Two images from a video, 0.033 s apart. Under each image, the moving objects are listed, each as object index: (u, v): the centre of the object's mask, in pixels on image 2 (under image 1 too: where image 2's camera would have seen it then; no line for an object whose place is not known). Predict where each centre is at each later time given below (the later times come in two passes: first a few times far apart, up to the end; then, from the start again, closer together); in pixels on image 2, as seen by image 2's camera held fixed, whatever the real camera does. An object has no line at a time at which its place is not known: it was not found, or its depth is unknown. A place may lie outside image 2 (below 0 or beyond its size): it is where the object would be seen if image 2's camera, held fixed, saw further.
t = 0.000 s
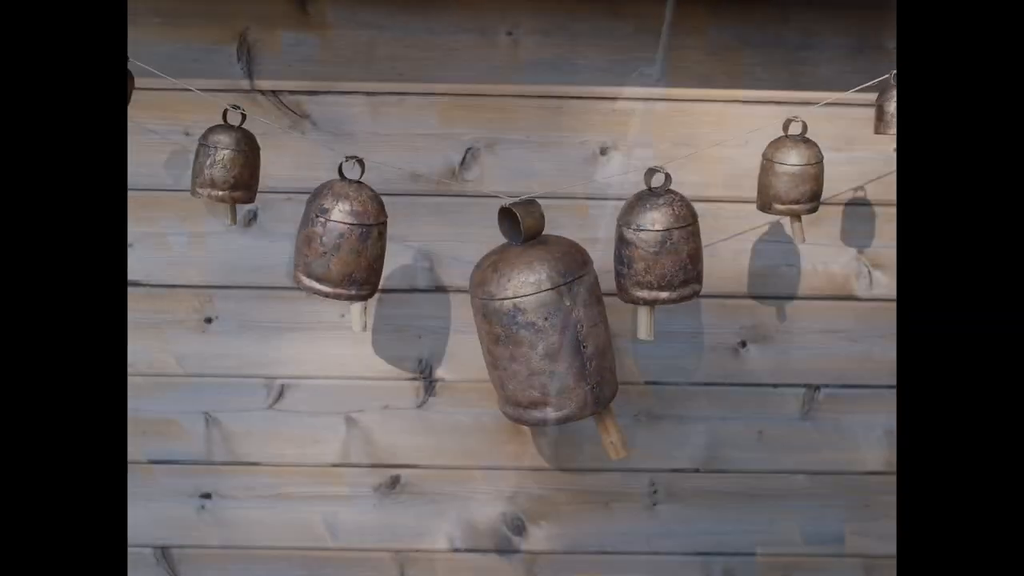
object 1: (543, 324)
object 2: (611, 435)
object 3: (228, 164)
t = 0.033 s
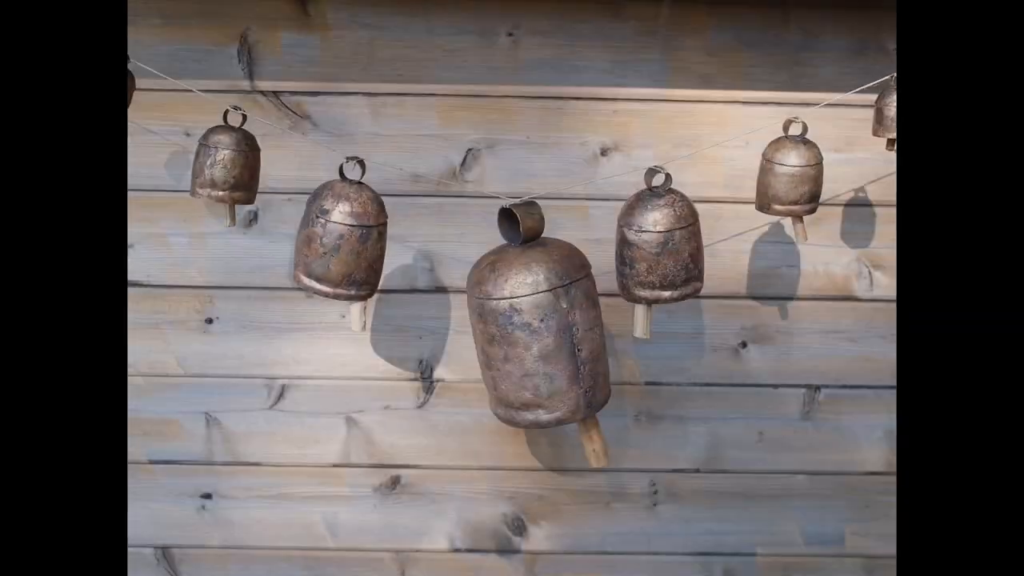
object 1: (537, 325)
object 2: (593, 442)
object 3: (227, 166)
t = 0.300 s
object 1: (479, 324)
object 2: (406, 434)
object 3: (224, 171)
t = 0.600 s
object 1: (522, 328)
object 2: (507, 456)
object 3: (228, 165)
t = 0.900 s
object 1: (533, 327)
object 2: (580, 449)
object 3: (225, 167)
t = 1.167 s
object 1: (480, 321)
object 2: (405, 429)
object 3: (231, 164)
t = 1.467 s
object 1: (525, 328)
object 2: (520, 453)
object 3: (223, 165)
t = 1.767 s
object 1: (528, 329)
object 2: (573, 457)
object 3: (232, 160)
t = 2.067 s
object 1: (483, 322)
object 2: (401, 421)
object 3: (222, 170)
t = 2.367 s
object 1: (533, 326)
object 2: (556, 452)
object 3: (231, 160)
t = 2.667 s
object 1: (517, 328)
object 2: (532, 458)
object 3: (225, 168)
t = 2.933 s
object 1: (486, 324)
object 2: (408, 423)
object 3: (225, 170)
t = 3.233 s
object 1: (533, 327)
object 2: (565, 456)
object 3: (225, 169)
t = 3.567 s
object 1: (507, 326)
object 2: (491, 449)
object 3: (227, 168)
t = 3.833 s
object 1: (491, 325)
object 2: (422, 430)
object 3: (224, 171)
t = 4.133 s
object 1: (537, 327)
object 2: (596, 451)
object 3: (229, 165)
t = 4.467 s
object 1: (500, 327)
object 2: (462, 442)
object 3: (222, 170)
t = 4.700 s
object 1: (496, 327)
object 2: (430, 437)
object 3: (230, 163)
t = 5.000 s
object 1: (535, 325)
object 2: (599, 445)
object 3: (226, 167)
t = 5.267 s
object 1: (507, 328)
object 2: (494, 449)
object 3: (228, 164)
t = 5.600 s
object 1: (503, 329)
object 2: (452, 453)
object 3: (225, 167)
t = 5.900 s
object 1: (533, 326)
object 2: (603, 441)
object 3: (228, 166)
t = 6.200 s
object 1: (496, 326)
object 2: (449, 442)
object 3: (226, 168)
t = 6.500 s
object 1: (512, 328)
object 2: (479, 456)
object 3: (227, 166)
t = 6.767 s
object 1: (529, 328)
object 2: (596, 444)
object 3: (223, 170)
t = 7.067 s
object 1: (496, 328)
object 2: (439, 444)
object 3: (227, 166)
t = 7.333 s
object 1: (509, 328)
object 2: (478, 452)
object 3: (225, 168)
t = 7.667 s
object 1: (525, 327)
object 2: (588, 444)
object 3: (230, 164)
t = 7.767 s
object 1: (513, 329)
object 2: (545, 455)
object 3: (231, 163)
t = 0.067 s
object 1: (531, 327)
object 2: (571, 449)
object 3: (227, 165)
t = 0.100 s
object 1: (522, 328)
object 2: (545, 454)
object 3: (227, 164)
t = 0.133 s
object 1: (514, 329)
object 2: (517, 456)
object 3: (228, 163)
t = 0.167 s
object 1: (505, 329)
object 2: (490, 456)
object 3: (227, 164)
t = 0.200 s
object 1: (496, 328)
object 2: (463, 452)
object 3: (227, 165)
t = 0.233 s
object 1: (489, 327)
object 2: (440, 447)
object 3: (226, 167)
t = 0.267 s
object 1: (483, 325)
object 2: (421, 441)
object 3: (225, 169)
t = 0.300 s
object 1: (479, 324)
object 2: (406, 434)
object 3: (224, 171)
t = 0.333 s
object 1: (477, 323)
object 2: (397, 429)
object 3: (223, 172)
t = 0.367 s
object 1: (478, 323)
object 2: (394, 426)
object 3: (224, 172)
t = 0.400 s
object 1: (480, 323)
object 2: (395, 426)
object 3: (225, 171)
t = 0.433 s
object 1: (484, 324)
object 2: (402, 429)
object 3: (226, 167)
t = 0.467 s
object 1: (490, 326)
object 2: (414, 435)
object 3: (228, 165)
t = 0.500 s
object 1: (497, 328)
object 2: (431, 442)
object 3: (229, 163)
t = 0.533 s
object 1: (505, 329)
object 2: (452, 449)
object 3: (229, 163)
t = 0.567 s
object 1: (514, 329)
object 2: (479, 455)
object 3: (229, 164)
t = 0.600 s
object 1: (522, 328)
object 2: (507, 456)
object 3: (228, 165)
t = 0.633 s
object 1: (530, 327)
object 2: (535, 455)
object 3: (227, 168)
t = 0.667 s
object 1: (537, 326)
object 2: (563, 452)
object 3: (226, 168)
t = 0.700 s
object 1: (542, 325)
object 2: (587, 446)
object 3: (225, 168)
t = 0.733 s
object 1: (545, 324)
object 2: (606, 438)
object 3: (226, 167)
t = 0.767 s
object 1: (546, 324)
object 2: (621, 432)
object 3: (226, 166)
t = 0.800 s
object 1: (545, 324)
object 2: (625, 430)
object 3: (226, 165)
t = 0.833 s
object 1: (543, 325)
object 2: (615, 435)
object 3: (226, 165)
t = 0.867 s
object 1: (539, 326)
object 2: (600, 441)
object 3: (226, 167)
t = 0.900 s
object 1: (533, 327)
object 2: (580, 449)
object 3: (225, 167)
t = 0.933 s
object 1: (526, 328)
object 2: (557, 455)
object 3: (225, 168)
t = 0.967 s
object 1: (518, 328)
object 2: (530, 457)
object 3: (225, 168)
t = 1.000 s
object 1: (510, 328)
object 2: (503, 457)
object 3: (227, 167)
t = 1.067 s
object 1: (494, 326)
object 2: (453, 450)
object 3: (230, 164)
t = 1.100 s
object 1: (488, 324)
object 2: (433, 443)
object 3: (231, 163)
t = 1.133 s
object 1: (483, 322)
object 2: (417, 435)
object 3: (231, 162)
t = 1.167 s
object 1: (480, 321)
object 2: (405, 429)
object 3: (231, 164)
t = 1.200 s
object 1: (479, 321)
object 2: (400, 424)
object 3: (230, 166)
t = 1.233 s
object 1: (481, 321)
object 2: (399, 422)
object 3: (228, 167)
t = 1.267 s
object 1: (483, 322)
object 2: (403, 424)
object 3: (226, 170)
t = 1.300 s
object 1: (488, 323)
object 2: (412, 427)
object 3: (225, 171)
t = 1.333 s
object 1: (494, 324)
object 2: (427, 433)
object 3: (224, 168)
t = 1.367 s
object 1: (501, 326)
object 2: (446, 439)
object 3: (223, 170)
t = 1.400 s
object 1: (510, 327)
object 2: (469, 446)
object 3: (223, 166)
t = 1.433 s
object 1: (517, 328)
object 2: (494, 451)
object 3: (223, 166)
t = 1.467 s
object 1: (525, 328)
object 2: (520, 453)
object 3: (223, 165)
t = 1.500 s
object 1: (532, 328)
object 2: (546, 454)
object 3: (223, 165)
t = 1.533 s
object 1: (537, 327)
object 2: (570, 450)
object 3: (224, 167)
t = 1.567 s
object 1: (541, 326)
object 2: (591, 445)
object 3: (224, 168)
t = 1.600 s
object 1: (543, 325)
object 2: (607, 440)
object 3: (225, 169)
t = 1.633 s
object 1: (543, 325)
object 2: (618, 437)
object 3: (226, 170)
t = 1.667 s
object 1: (541, 326)
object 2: (621, 436)
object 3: (228, 168)
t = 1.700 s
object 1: (538, 327)
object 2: (610, 442)
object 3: (230, 165)
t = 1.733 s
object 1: (534, 328)
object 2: (594, 450)
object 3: (231, 162)
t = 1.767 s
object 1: (528, 329)
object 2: (573, 457)
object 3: (232, 160)
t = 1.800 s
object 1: (521, 330)
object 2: (548, 461)
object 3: (232, 159)
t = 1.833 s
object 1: (514, 330)
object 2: (521, 462)
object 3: (232, 161)
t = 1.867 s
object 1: (506, 329)
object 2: (494, 460)
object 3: (230, 163)
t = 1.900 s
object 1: (499, 328)
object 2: (469, 455)
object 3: (228, 166)
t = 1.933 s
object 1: (493, 326)
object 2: (445, 449)
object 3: (225, 169)
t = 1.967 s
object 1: (488, 325)
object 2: (427, 441)
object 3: (223, 171)
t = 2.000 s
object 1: (485, 323)
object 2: (413, 432)
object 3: (222, 172)
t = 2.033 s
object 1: (483, 322)
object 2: (404, 426)
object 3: (222, 171)
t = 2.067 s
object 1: (483, 322)
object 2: (401, 421)
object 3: (222, 170)
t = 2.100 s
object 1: (485, 323)
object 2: (402, 419)
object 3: (222, 168)
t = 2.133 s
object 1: (488, 324)
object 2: (409, 421)
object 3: (223, 168)
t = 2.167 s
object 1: (493, 325)
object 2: (420, 425)
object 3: (224, 168)
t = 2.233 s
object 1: (506, 326)
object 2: (455, 439)
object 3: (226, 168)
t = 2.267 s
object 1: (514, 327)
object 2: (479, 445)
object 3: (226, 168)
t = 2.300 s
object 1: (520, 327)
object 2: (505, 450)
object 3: (227, 167)
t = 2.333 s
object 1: (527, 327)
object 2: (531, 452)
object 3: (229, 165)
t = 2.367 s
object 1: (533, 326)
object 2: (556, 452)
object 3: (231, 160)
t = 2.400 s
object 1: (537, 325)
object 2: (577, 449)
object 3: (232, 161)
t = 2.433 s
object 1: (539, 325)
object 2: (595, 444)
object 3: (232, 161)
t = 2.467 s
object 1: (540, 324)
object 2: (608, 440)
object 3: (231, 163)
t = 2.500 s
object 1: (539, 324)
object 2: (617, 437)
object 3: (230, 164)
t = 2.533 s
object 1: (537, 325)
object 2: (609, 442)
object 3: (229, 166)
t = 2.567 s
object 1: (534, 326)
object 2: (596, 446)
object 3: (228, 167)
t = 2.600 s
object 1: (530, 327)
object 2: (578, 452)
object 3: (226, 168)
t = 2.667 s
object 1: (517, 328)
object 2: (532, 458)
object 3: (225, 168)
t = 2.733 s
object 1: (504, 327)
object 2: (482, 454)
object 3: (225, 167)
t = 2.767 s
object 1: (498, 326)
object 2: (459, 449)
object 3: (225, 167)
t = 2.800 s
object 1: (493, 325)
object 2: (440, 442)
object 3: (225, 168)
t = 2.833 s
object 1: (489, 325)
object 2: (425, 435)
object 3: (225, 169)
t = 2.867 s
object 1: (486, 324)
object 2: (415, 428)
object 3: (225, 170)
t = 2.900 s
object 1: (485, 324)
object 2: (409, 424)
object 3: (224, 170)
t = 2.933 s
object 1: (486, 324)
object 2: (408, 423)
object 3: (225, 170)
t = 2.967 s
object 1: (488, 325)
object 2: (411, 424)
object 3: (225, 170)
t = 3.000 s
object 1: (493, 327)
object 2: (419, 428)
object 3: (227, 165)
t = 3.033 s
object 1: (498, 328)
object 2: (432, 436)
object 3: (228, 163)
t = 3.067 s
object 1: (504, 329)
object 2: (449, 444)
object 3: (228, 162)
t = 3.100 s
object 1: (510, 330)
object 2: (470, 451)
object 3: (228, 164)
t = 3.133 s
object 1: (517, 330)
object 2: (493, 456)
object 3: (227, 163)
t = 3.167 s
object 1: (523, 329)
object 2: (519, 457)
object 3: (226, 167)
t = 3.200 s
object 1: (529, 328)
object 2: (543, 458)
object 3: (226, 169)
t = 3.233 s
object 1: (533, 327)
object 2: (565, 456)
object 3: (225, 169)
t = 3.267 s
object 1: (536, 326)
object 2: (584, 452)
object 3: (226, 169)
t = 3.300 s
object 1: (538, 326)
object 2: (600, 449)
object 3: (226, 168)
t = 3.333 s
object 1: (538, 326)
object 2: (610, 445)
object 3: (228, 165)
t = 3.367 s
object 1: (537, 326)
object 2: (603, 446)
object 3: (228, 164)
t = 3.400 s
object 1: (535, 326)
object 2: (592, 449)
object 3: (229, 163)
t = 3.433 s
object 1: (531, 327)
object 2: (576, 452)
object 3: (229, 162)
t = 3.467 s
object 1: (526, 326)
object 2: (557, 454)
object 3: (228, 165)
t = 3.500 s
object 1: (520, 327)
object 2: (535, 454)
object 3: (227, 167)
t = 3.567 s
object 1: (507, 326)
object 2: (491, 449)
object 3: (227, 168)
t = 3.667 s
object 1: (491, 324)
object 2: (435, 430)
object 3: (227, 166)
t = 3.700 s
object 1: (488, 323)
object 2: (424, 425)
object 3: (227, 165)
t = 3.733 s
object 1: (487, 323)
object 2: (417, 421)
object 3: (226, 166)
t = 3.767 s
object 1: (487, 323)
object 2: (414, 421)
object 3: (226, 168)
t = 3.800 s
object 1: (488, 324)
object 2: (416, 424)
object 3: (224, 170)
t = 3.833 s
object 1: (491, 325)
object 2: (422, 430)
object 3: (224, 171)
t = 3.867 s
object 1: (496, 326)
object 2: (433, 436)
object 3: (224, 171)
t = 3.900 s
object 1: (501, 328)
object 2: (449, 445)
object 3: (225, 170)
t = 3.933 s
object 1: (507, 328)
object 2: (469, 451)
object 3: (226, 168)
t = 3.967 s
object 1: (514, 329)
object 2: (490, 457)
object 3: (228, 166)
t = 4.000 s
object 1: (520, 329)
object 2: (514, 459)
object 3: (229, 163)
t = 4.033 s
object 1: (526, 328)
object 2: (538, 461)
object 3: (230, 162)
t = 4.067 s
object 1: (531, 328)
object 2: (561, 459)
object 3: (230, 162)
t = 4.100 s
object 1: (534, 327)
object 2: (580, 455)
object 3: (230, 161)
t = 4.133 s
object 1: (537, 327)
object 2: (596, 451)
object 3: (229, 165)
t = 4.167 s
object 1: (537, 327)
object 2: (607, 447)
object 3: (228, 164)
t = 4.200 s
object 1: (537, 327)
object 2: (604, 447)
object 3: (227, 168)
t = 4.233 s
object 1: (536, 327)
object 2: (596, 449)
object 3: (228, 165)
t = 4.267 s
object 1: (532, 328)
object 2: (583, 452)
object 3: (227, 167)
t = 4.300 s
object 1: (528, 328)
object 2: (566, 455)
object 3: (227, 166)
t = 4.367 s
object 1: (517, 329)
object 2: (525, 454)
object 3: (226, 166)
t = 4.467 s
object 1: (500, 327)
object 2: (462, 442)
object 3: (222, 170)
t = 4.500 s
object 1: (495, 327)
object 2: (445, 437)
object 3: (222, 171)
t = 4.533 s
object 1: (491, 326)
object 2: (432, 432)
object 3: (222, 172)
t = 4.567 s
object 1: (489, 325)
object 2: (423, 428)
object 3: (224, 170)
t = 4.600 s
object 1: (489, 325)
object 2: (418, 426)
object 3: (226, 169)
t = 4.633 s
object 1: (490, 325)
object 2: (417, 428)
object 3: (228, 167)
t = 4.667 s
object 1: (492, 326)
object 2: (422, 432)
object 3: (229, 164)
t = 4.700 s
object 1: (496, 327)
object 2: (430, 437)
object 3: (230, 163)
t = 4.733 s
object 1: (500, 327)
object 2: (444, 444)
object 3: (231, 163)
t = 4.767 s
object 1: (506, 328)
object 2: (462, 452)
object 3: (231, 164)
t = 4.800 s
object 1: (512, 328)
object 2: (483, 456)
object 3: (230, 165)
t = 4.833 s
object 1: (517, 327)
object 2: (506, 458)
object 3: (229, 166)
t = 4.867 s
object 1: (523, 327)
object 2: (529, 459)
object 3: (229, 166)
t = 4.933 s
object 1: (532, 326)
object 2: (571, 454)
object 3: (228, 166)
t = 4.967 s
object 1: (534, 325)
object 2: (587, 450)
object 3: (227, 166)
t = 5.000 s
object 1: (535, 325)
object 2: (599, 445)
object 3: (226, 167)
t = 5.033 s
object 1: (535, 324)
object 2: (604, 442)
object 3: (225, 168)
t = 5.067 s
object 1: (534, 324)
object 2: (598, 443)
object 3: (224, 168)
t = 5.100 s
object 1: (532, 325)
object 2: (588, 445)
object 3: (224, 169)
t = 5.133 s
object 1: (528, 326)
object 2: (575, 449)
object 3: (224, 170)
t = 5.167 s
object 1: (524, 327)
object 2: (557, 451)
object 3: (224, 169)
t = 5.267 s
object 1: (507, 328)
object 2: (494, 449)
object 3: (228, 164)
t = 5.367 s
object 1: (493, 327)
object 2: (440, 438)
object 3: (228, 166)
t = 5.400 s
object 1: (490, 327)
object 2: (427, 435)
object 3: (228, 168)
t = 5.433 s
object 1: (490, 326)
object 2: (420, 433)
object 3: (227, 169)
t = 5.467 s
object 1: (490, 327)
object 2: (418, 433)
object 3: (227, 169)
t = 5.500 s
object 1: (491, 327)
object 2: (419, 435)
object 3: (226, 169)
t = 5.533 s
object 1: (494, 327)
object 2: (426, 440)
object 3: (225, 168)
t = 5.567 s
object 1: (498, 329)
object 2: (437, 447)
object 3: (225, 168)
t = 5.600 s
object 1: (503, 329)
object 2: (452, 453)
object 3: (225, 167)
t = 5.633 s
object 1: (508, 330)
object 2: (473, 458)
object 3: (225, 167)
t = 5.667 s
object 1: (514, 330)
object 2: (495, 460)
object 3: (225, 167)
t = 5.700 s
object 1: (519, 329)
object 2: (517, 462)
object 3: (224, 168)
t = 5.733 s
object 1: (524, 328)
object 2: (539, 461)
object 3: (224, 169)
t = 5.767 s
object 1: (528, 327)
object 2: (560, 458)
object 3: (224, 169)
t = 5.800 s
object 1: (531, 327)
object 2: (579, 454)
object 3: (225, 169)
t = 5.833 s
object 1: (533, 326)
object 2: (592, 448)
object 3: (226, 169)
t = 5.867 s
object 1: (534, 326)
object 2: (601, 443)
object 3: (227, 165)
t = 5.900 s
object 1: (533, 326)
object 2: (603, 441)
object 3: (228, 166)
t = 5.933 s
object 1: (531, 326)
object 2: (598, 443)
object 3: (229, 165)
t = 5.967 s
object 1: (528, 327)
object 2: (586, 445)
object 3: (229, 165)
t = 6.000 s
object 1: (524, 327)
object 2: (572, 449)
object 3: (229, 165)
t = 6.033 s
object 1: (520, 327)
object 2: (553, 450)
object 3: (228, 166)
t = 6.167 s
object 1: (500, 327)
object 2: (467, 445)
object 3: (226, 168)
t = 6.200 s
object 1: (496, 326)
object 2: (449, 442)
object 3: (226, 168)
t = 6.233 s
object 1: (493, 326)
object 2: (435, 438)
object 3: (226, 168)
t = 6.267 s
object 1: (491, 326)
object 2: (424, 434)
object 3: (226, 167)
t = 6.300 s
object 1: (491, 326)
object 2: (418, 431)
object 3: (226, 168)
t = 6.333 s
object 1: (492, 326)
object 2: (417, 431)
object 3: (226, 168)
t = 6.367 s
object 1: (494, 326)
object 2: (421, 433)
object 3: (226, 168)
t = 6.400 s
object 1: (498, 327)
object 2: (429, 439)
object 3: (226, 166)
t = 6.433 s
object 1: (502, 328)
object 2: (443, 445)
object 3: (226, 167)
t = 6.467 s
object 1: (507, 328)
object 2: (459, 451)
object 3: (227, 165)
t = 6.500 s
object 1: (512, 328)
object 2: (479, 456)
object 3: (227, 166)
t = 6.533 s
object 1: (516, 329)
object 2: (501, 458)
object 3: (228, 166)
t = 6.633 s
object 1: (528, 328)
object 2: (565, 455)
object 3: (228, 164)
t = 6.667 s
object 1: (530, 327)
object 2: (583, 451)
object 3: (227, 166)
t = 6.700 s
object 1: (531, 328)
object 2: (594, 446)
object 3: (225, 167)
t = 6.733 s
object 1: (530, 327)
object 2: (601, 442)
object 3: (224, 169)
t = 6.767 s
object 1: (529, 328)
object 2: (596, 444)
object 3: (223, 170)
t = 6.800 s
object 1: (527, 328)
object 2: (586, 448)
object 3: (223, 170)
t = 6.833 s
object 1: (524, 329)
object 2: (572, 453)
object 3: (223, 169)
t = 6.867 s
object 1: (520, 330)
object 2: (553, 456)
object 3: (224, 168)
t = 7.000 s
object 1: (503, 330)
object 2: (471, 452)
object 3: (227, 167)
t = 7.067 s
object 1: (496, 328)
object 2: (439, 444)
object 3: (227, 166)
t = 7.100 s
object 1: (494, 327)
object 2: (429, 440)
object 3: (228, 168)
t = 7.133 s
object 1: (493, 327)
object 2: (424, 436)
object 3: (228, 167)
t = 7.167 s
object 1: (494, 327)
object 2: (422, 435)
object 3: (228, 167)
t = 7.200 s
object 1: (495, 327)
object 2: (425, 437)
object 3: (228, 166)
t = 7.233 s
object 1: (498, 327)
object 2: (433, 439)
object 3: (228, 166)
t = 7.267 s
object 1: (501, 327)
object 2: (444, 444)
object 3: (227, 166)
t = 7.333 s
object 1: (509, 328)
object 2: (478, 452)
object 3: (225, 168)
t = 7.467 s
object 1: (526, 326)
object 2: (558, 453)
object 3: (224, 169)
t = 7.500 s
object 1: (528, 326)
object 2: (574, 450)
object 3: (225, 168)
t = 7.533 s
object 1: (530, 326)
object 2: (585, 446)
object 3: (226, 167)
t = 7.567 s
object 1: (530, 326)
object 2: (592, 443)
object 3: (227, 166)
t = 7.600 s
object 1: (529, 326)
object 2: (595, 442)
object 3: (228, 166)
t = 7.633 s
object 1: (528, 327)
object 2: (594, 442)
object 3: (228, 166)
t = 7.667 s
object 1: (525, 327)
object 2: (588, 444)
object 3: (230, 164)
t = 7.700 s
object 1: (521, 328)
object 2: (577, 448)
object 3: (229, 165)
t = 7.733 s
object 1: (517, 328)
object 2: (563, 452)
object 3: (230, 165)
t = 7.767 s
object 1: (513, 329)
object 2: (545, 455)
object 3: (231, 163)
